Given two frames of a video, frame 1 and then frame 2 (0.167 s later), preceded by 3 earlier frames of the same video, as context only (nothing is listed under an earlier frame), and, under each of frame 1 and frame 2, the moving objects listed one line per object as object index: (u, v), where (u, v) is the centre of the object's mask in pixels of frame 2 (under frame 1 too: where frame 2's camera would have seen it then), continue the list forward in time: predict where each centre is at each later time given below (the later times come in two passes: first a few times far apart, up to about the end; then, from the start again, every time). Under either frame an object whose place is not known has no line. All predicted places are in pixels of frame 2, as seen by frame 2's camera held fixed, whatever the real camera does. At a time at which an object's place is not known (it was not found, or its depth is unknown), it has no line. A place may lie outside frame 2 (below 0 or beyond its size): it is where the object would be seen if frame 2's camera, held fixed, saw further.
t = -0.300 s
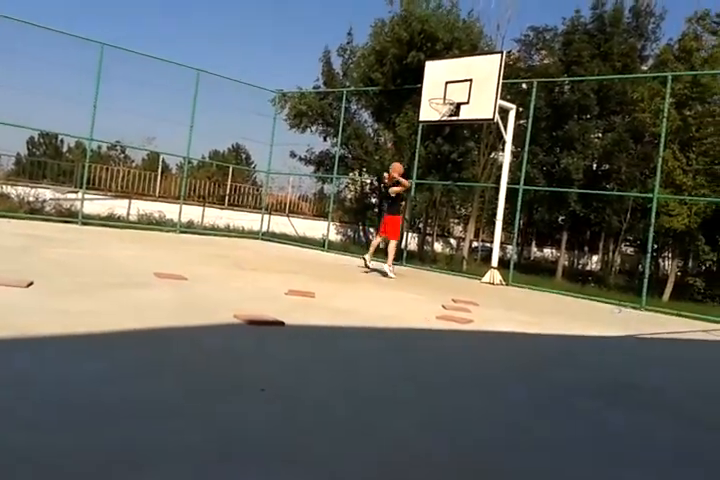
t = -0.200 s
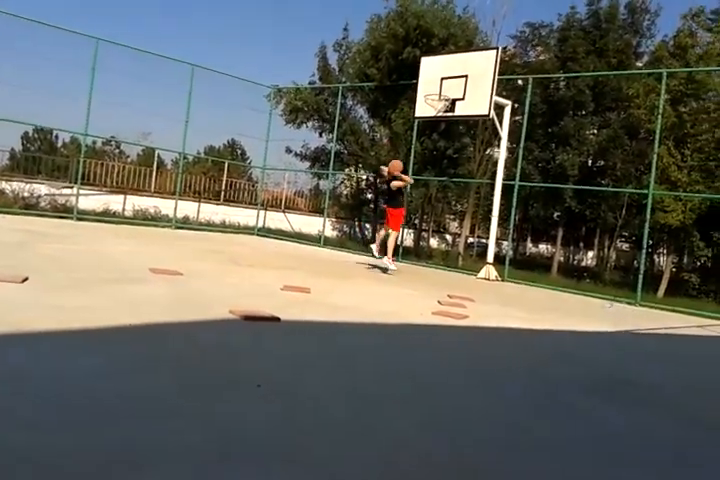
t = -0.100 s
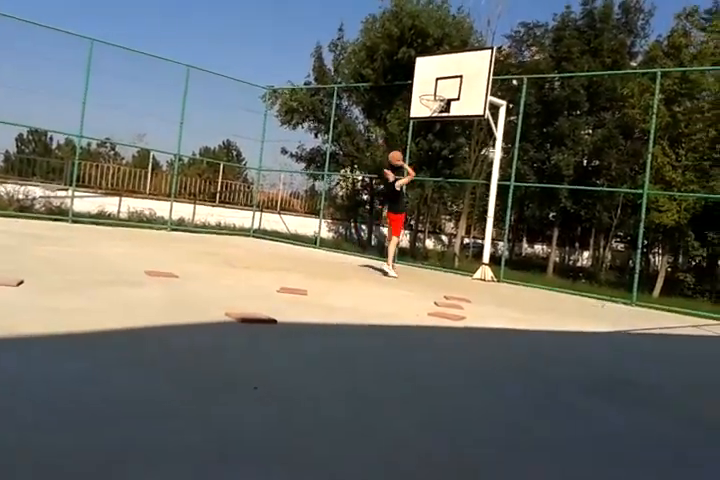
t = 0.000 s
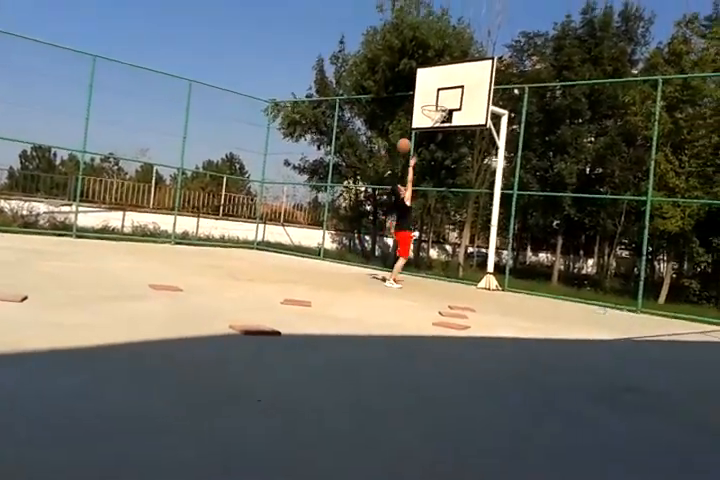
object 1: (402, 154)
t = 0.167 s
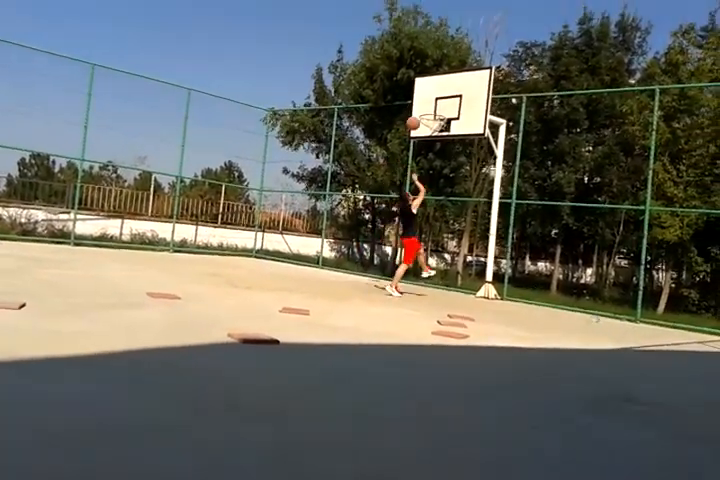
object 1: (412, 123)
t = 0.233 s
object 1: (416, 115)
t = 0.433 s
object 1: (402, 117)
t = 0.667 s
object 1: (380, 147)
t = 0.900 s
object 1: (352, 211)
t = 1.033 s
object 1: (336, 262)
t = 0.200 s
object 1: (414, 119)
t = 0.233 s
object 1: (416, 115)
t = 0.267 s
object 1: (416, 114)
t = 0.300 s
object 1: (414, 113)
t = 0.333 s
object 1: (411, 113)
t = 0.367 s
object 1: (408, 113)
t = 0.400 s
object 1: (405, 114)
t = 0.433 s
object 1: (402, 117)
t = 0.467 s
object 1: (400, 119)
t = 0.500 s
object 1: (397, 122)
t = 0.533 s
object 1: (394, 126)
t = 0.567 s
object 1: (390, 130)
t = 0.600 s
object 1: (387, 136)
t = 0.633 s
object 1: (384, 141)
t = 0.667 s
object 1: (380, 147)
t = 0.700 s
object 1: (376, 154)
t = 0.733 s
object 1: (373, 162)
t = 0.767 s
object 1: (368, 170)
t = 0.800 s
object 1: (365, 180)
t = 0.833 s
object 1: (361, 189)
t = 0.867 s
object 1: (357, 199)
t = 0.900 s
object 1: (352, 211)
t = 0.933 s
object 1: (348, 222)
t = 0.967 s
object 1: (344, 234)
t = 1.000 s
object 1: (340, 249)
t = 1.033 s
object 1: (336, 262)
